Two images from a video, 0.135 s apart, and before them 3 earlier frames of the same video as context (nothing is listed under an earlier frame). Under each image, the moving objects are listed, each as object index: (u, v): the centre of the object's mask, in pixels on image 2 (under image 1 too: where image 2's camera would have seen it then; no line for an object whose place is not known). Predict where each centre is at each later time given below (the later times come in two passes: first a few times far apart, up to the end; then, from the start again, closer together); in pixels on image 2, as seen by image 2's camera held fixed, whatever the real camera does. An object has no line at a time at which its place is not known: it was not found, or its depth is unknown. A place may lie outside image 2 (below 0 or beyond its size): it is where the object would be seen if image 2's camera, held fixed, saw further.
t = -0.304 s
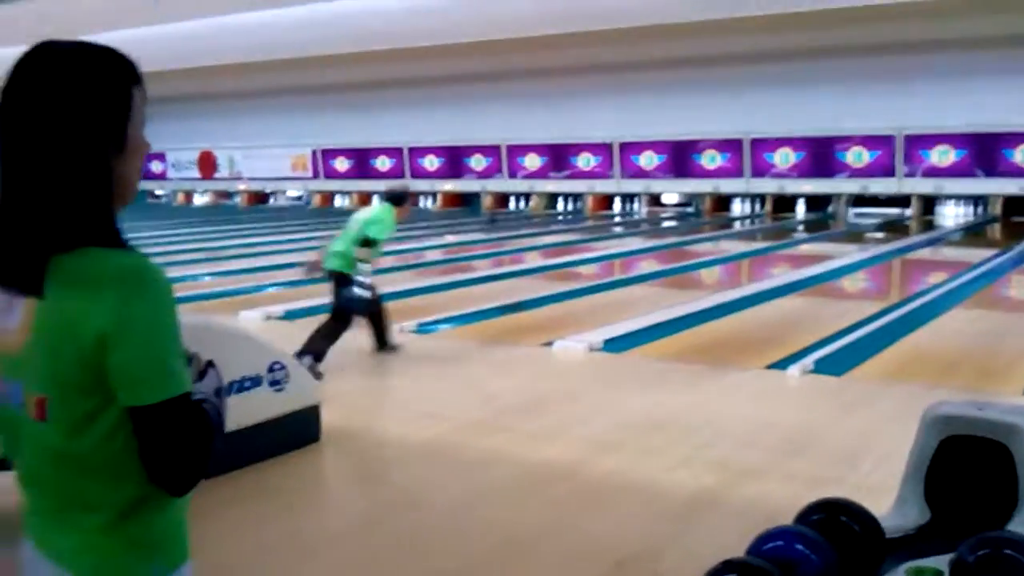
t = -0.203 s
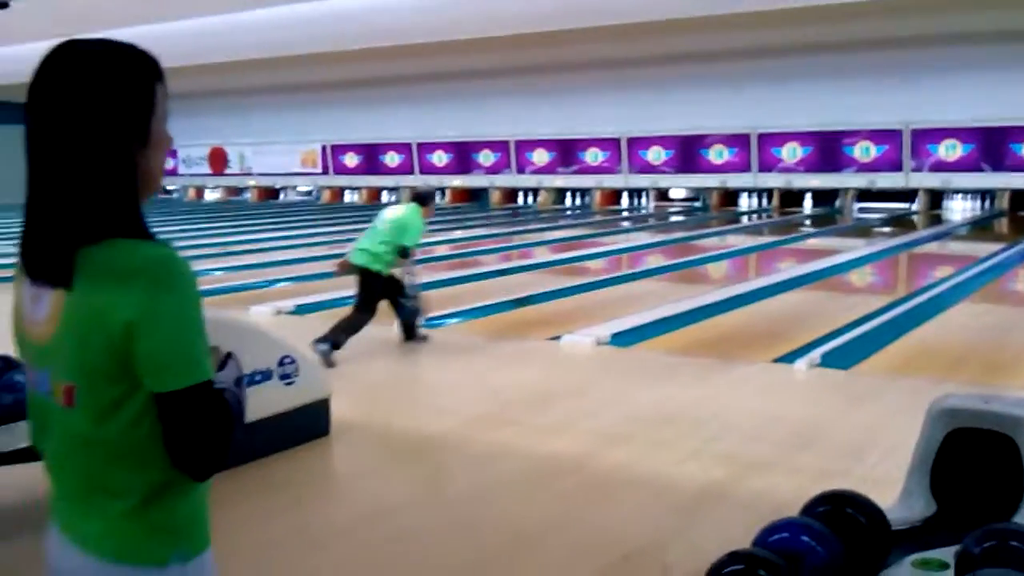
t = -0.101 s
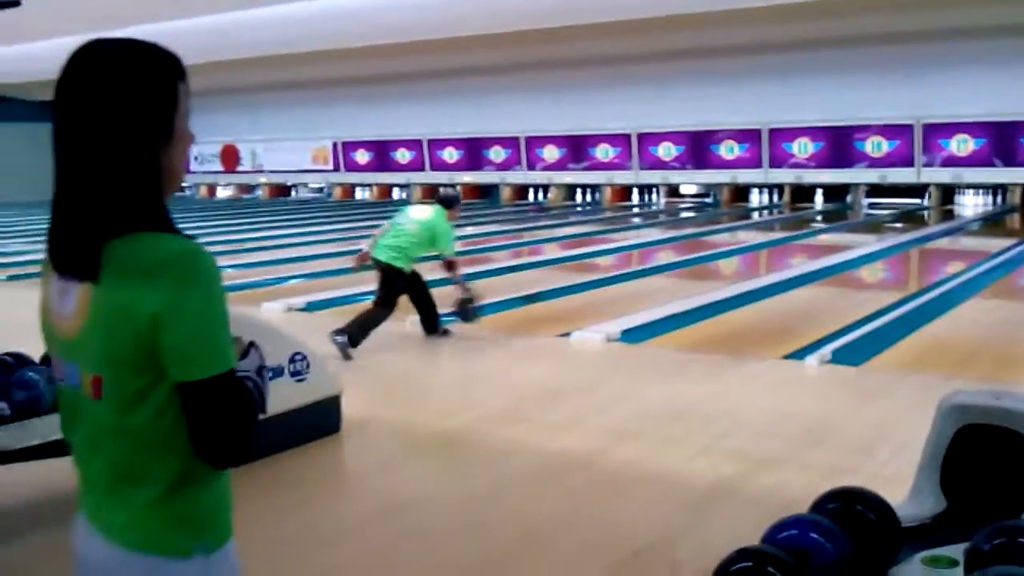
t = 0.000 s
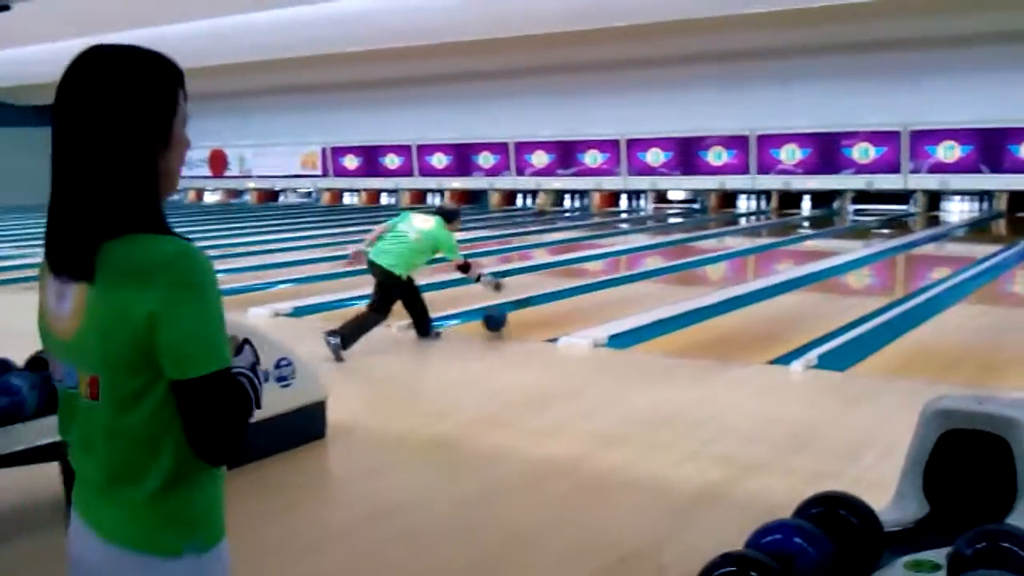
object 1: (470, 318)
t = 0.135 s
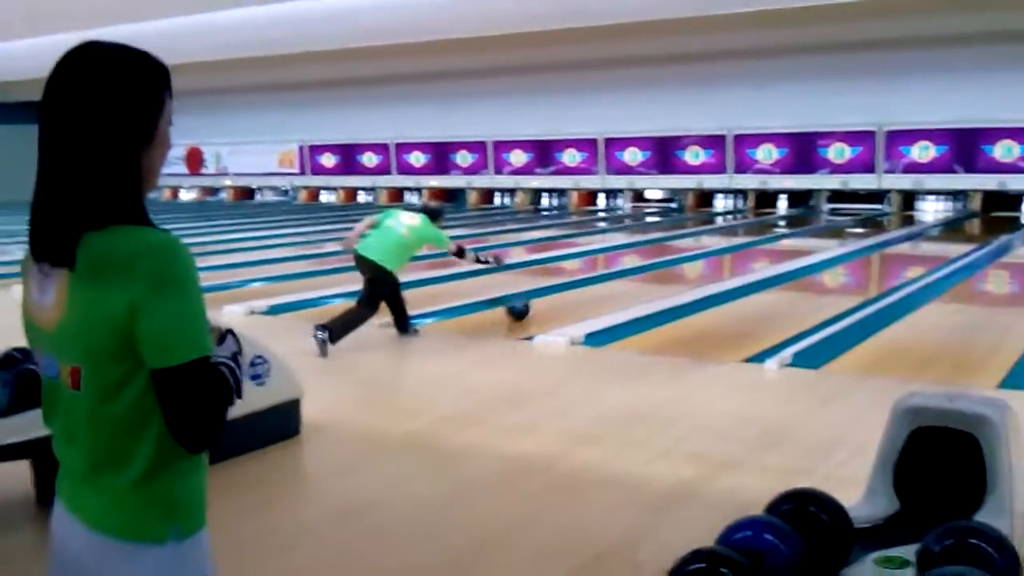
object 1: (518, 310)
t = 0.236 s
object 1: (548, 302)
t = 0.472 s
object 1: (609, 288)
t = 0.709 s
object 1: (658, 277)
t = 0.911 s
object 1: (694, 267)
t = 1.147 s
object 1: (729, 259)
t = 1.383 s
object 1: (761, 251)
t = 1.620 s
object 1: (786, 244)
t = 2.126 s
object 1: (833, 239)
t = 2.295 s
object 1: (843, 233)
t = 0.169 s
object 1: (528, 307)
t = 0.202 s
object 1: (538, 304)
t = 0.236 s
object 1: (548, 302)
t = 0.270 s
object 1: (558, 300)
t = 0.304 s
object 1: (567, 299)
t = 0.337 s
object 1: (576, 296)
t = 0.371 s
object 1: (584, 293)
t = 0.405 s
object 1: (592, 292)
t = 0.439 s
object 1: (601, 290)
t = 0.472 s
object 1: (609, 288)
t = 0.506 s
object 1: (617, 286)
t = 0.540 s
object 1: (624, 282)
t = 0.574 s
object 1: (631, 280)
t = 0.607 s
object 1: (638, 279)
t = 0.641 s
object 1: (645, 278)
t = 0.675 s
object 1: (652, 278)
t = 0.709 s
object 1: (658, 277)
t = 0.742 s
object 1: (665, 275)
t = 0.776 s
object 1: (670, 274)
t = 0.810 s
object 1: (676, 272)
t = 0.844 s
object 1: (683, 270)
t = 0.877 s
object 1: (689, 269)
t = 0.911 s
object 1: (694, 267)
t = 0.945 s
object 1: (699, 266)
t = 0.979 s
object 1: (705, 265)
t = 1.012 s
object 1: (709, 264)
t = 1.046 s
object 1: (714, 263)
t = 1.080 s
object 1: (719, 262)
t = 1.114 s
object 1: (724, 260)
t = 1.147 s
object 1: (729, 259)
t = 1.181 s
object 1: (734, 258)
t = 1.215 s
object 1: (738, 257)
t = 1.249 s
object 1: (740, 256)
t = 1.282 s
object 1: (744, 255)
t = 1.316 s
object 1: (749, 254)
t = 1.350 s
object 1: (756, 252)
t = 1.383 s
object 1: (761, 251)
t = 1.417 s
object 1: (765, 250)
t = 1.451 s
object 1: (768, 249)
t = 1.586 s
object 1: (783, 246)
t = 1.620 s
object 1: (786, 244)
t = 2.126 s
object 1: (833, 239)
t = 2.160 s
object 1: (837, 238)
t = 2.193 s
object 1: (838, 238)
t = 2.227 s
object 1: (841, 234)
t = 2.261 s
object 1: (843, 234)
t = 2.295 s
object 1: (843, 233)
